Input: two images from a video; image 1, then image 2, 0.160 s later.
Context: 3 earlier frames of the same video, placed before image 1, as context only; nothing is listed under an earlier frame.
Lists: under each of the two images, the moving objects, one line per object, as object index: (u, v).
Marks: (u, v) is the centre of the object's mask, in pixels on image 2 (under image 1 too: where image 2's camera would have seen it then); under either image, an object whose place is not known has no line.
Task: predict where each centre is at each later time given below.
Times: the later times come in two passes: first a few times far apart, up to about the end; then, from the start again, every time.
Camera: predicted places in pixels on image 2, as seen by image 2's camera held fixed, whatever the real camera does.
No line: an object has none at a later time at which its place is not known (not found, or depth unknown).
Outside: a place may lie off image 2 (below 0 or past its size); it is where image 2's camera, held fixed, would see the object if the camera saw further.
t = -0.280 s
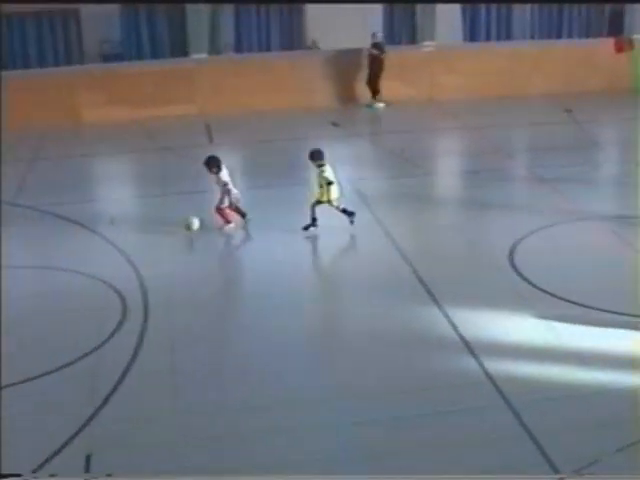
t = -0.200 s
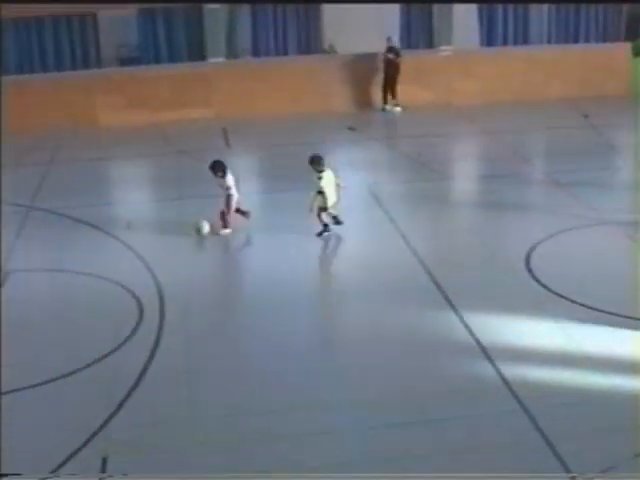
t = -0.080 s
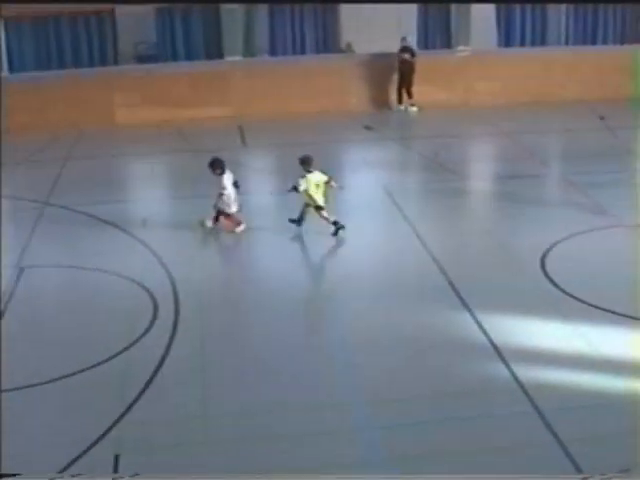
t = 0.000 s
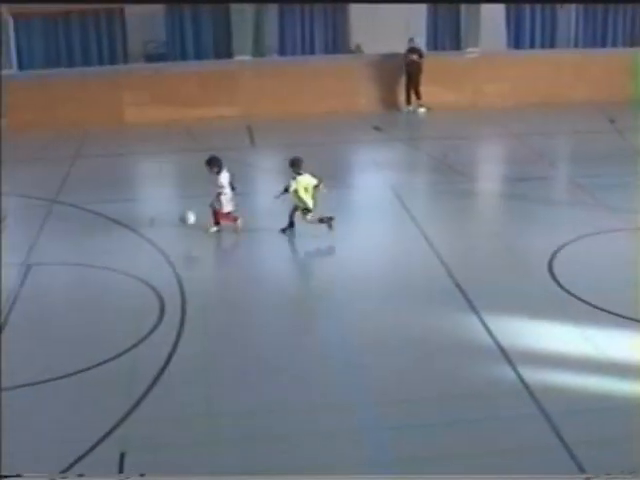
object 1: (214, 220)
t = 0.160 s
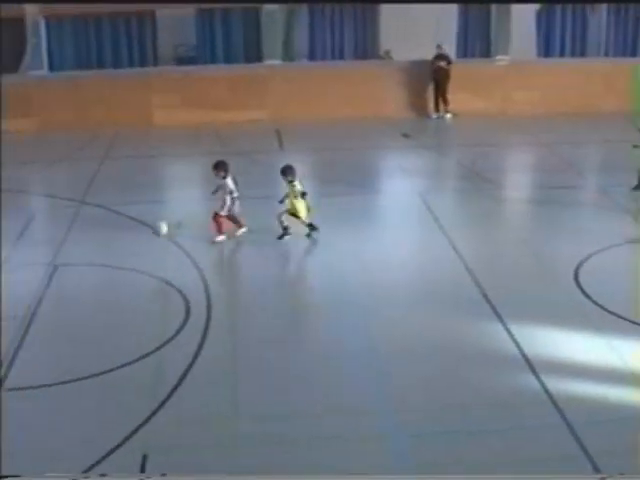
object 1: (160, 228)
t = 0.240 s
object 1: (133, 240)
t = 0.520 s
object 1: (44, 274)
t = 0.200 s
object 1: (148, 234)
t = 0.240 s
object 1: (133, 240)
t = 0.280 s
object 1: (119, 248)
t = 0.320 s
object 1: (104, 257)
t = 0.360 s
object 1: (91, 267)
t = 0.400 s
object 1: (76, 278)
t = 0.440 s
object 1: (65, 276)
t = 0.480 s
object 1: (54, 274)
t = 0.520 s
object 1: (44, 274)
